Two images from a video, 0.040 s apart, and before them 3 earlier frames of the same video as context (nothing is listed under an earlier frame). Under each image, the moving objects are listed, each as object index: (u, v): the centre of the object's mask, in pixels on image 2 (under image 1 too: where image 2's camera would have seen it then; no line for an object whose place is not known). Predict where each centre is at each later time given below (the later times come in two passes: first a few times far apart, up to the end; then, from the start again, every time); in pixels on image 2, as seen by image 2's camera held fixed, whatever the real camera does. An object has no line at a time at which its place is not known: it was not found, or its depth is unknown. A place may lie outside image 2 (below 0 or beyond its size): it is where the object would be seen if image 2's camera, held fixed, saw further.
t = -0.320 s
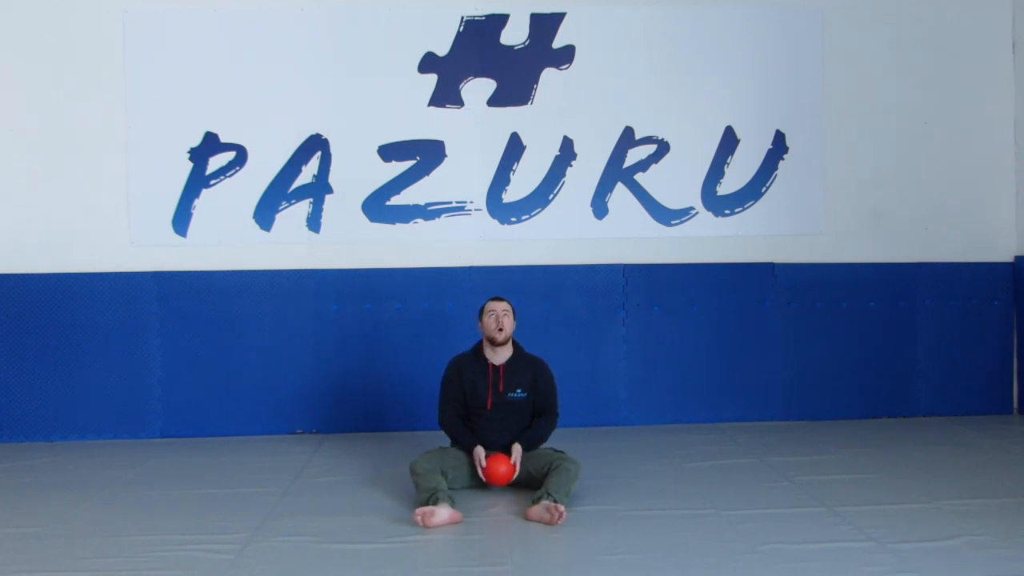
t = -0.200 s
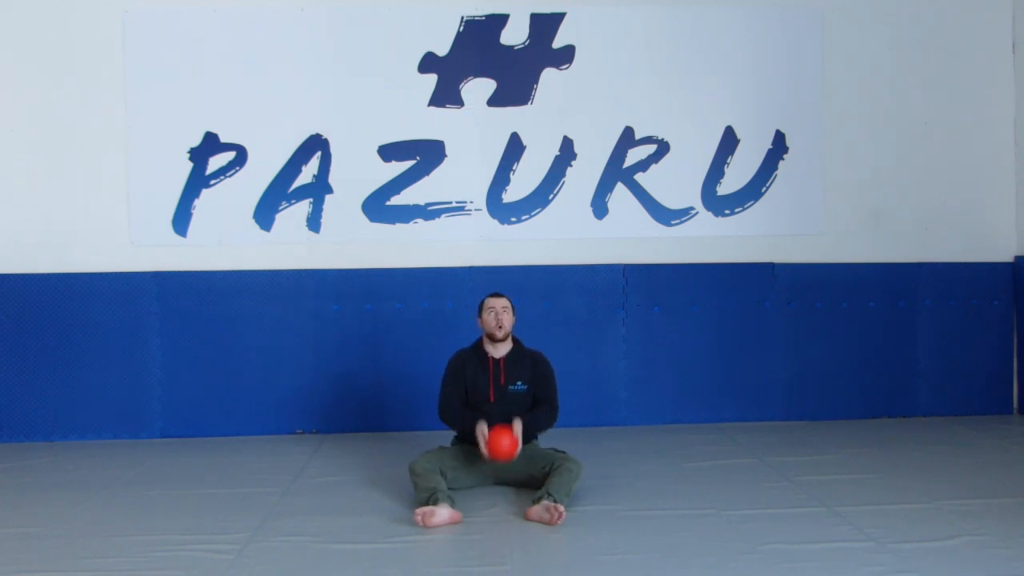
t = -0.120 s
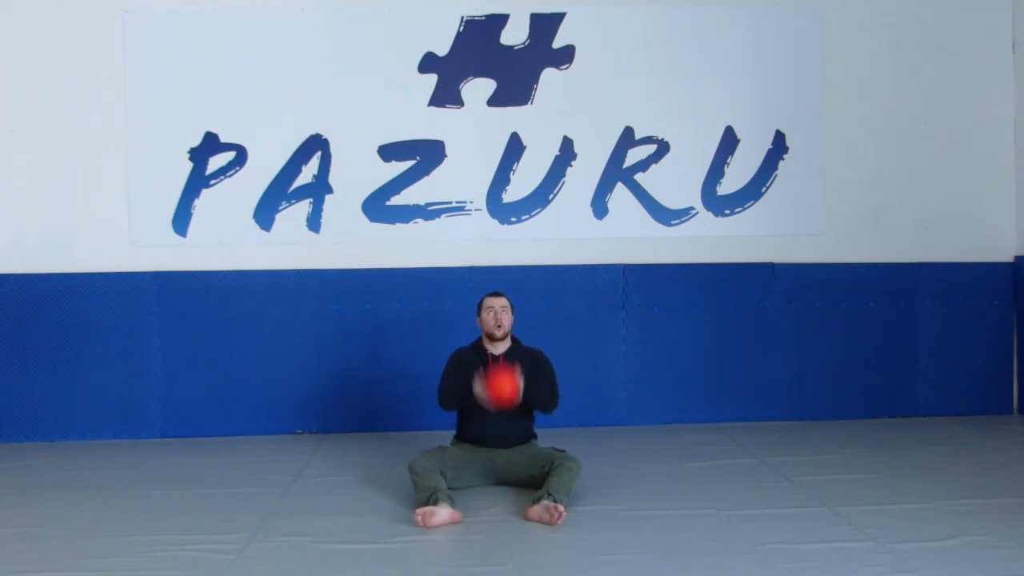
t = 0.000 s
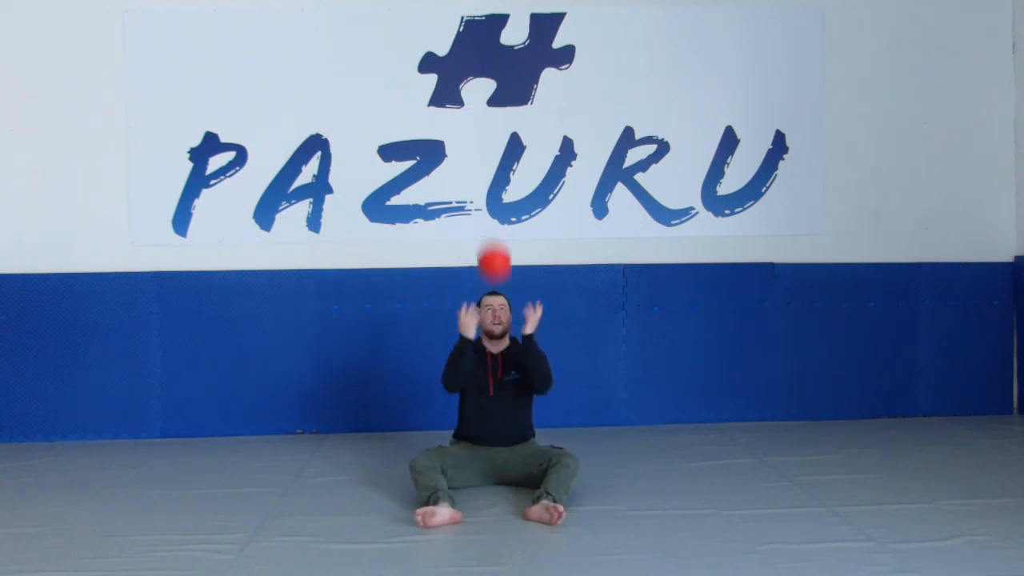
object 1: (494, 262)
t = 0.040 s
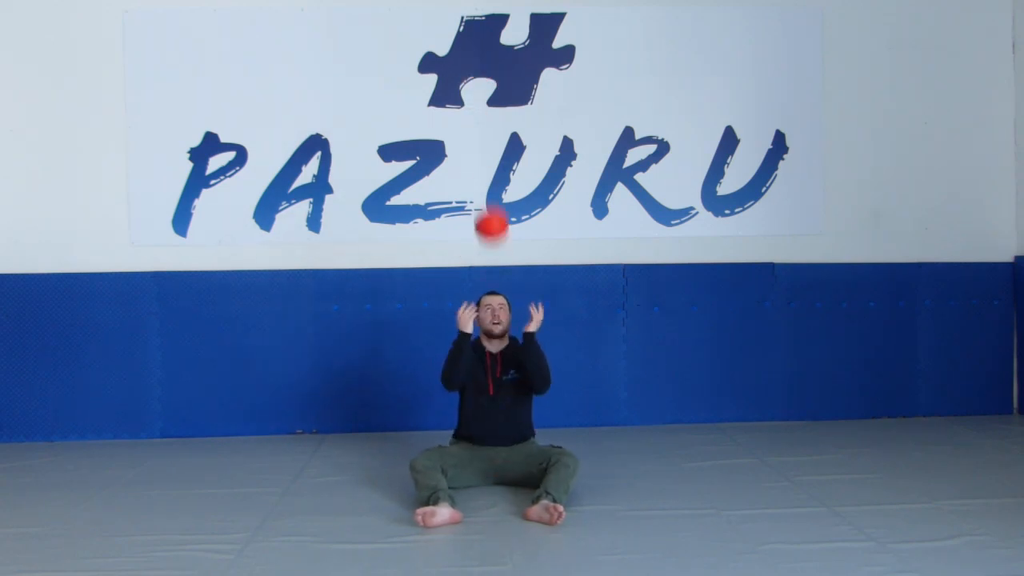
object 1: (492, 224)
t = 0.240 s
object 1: (479, 102)
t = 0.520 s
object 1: (467, 71)
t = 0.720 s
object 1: (461, 148)
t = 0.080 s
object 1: (489, 192)
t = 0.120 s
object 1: (486, 165)
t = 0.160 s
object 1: (483, 140)
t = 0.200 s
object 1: (481, 119)
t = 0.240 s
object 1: (479, 102)
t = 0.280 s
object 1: (477, 87)
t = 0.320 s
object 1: (475, 76)
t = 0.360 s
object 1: (473, 69)
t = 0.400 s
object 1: (472, 64)
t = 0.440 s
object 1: (470, 64)
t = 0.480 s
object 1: (469, 66)
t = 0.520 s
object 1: (467, 71)
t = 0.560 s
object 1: (466, 79)
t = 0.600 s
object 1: (464, 91)
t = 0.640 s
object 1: (463, 107)
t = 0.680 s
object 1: (462, 127)
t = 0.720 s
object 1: (461, 148)
